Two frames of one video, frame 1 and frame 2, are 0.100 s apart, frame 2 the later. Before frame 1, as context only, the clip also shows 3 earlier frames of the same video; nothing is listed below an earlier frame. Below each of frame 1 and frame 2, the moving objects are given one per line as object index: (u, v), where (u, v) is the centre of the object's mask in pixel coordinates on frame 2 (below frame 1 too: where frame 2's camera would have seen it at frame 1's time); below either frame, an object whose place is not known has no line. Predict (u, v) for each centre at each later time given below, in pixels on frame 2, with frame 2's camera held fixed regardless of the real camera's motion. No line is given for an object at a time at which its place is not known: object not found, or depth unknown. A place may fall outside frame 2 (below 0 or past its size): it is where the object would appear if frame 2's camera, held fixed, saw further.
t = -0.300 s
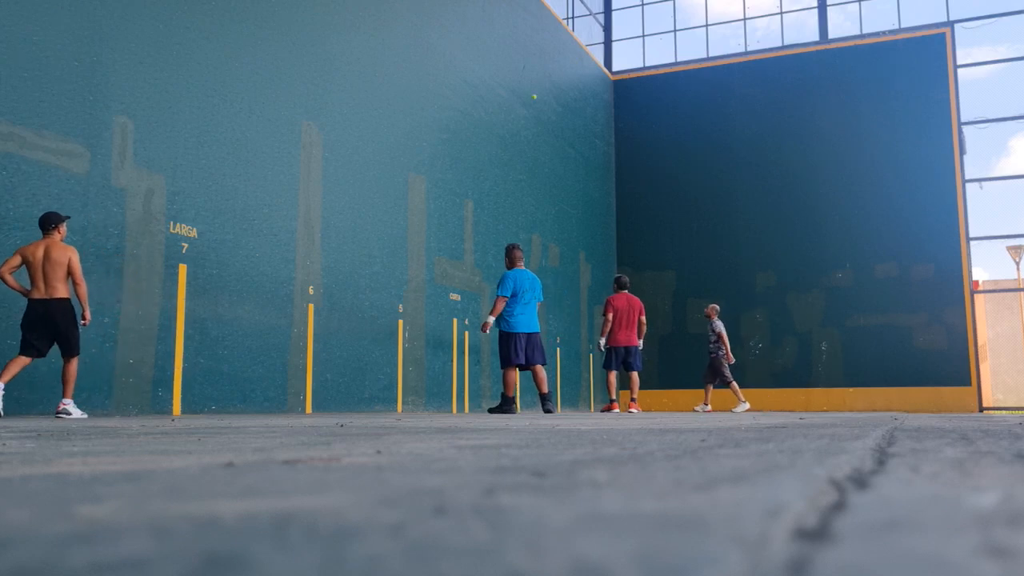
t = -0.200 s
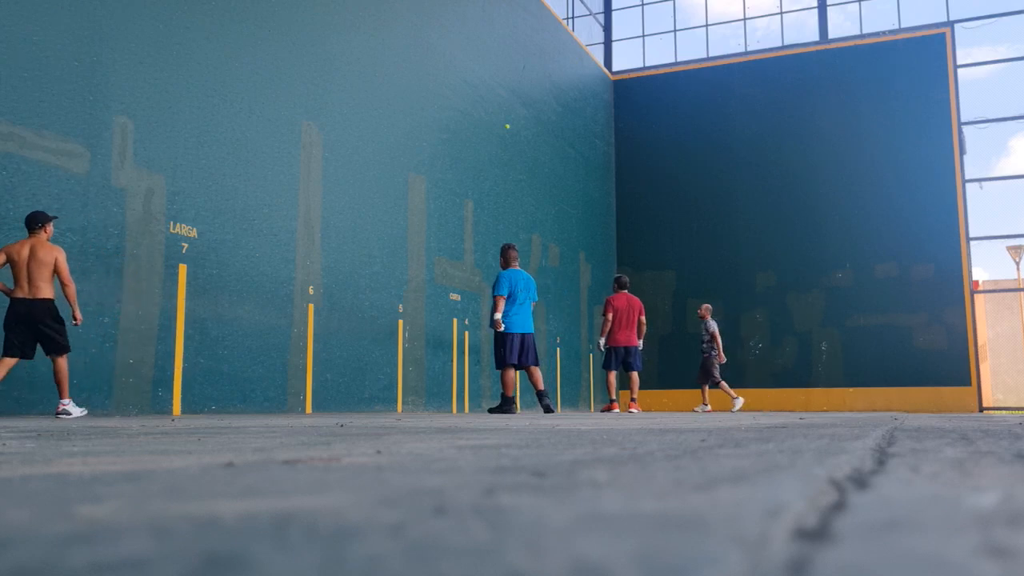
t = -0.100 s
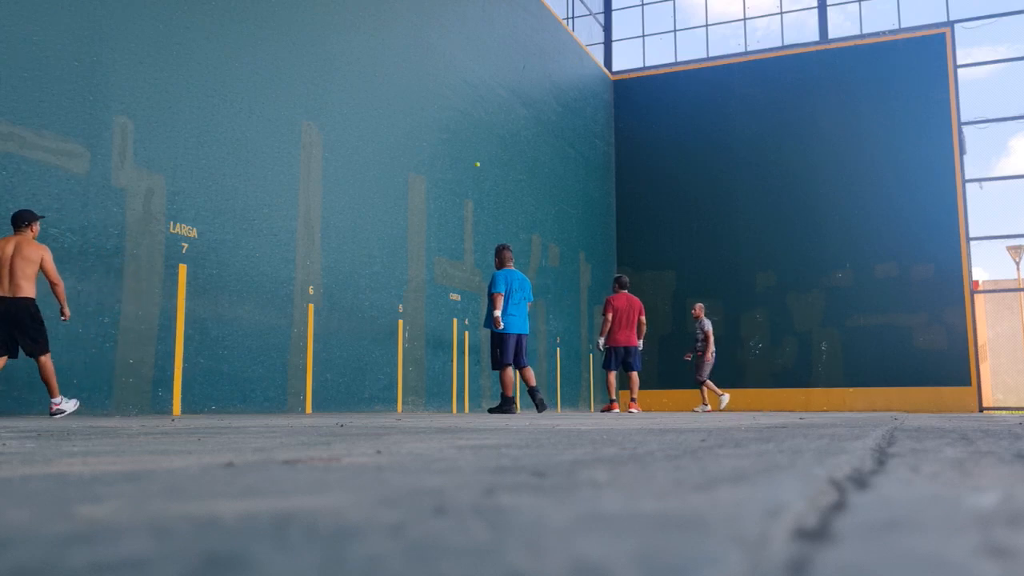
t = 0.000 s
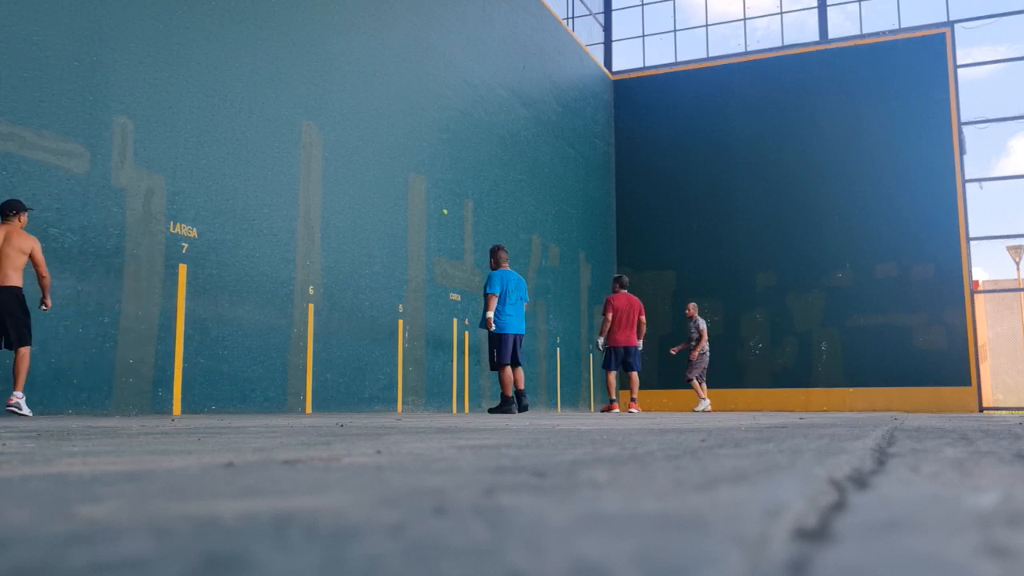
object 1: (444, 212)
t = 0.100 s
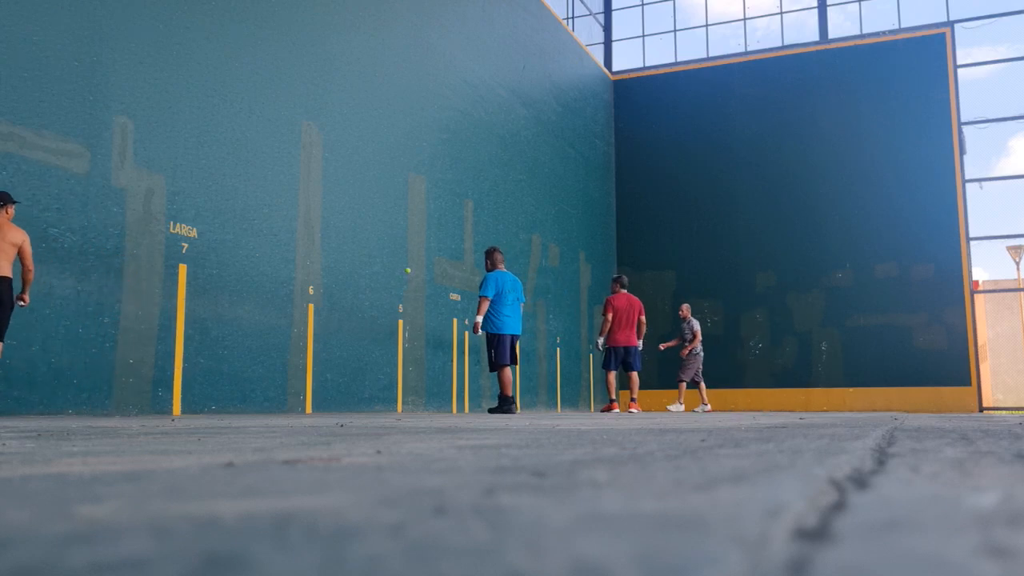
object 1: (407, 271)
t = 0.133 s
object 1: (393, 293)
